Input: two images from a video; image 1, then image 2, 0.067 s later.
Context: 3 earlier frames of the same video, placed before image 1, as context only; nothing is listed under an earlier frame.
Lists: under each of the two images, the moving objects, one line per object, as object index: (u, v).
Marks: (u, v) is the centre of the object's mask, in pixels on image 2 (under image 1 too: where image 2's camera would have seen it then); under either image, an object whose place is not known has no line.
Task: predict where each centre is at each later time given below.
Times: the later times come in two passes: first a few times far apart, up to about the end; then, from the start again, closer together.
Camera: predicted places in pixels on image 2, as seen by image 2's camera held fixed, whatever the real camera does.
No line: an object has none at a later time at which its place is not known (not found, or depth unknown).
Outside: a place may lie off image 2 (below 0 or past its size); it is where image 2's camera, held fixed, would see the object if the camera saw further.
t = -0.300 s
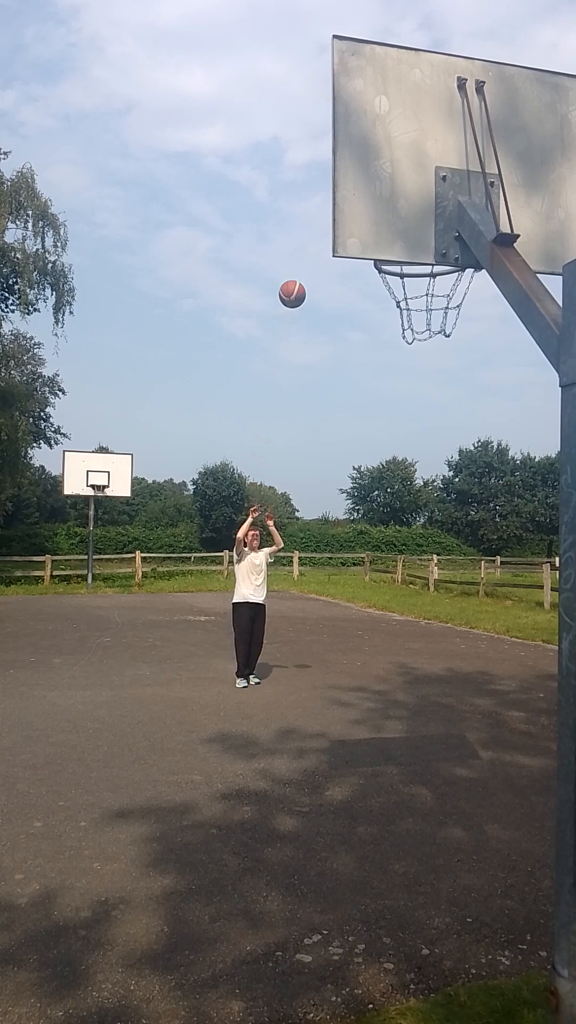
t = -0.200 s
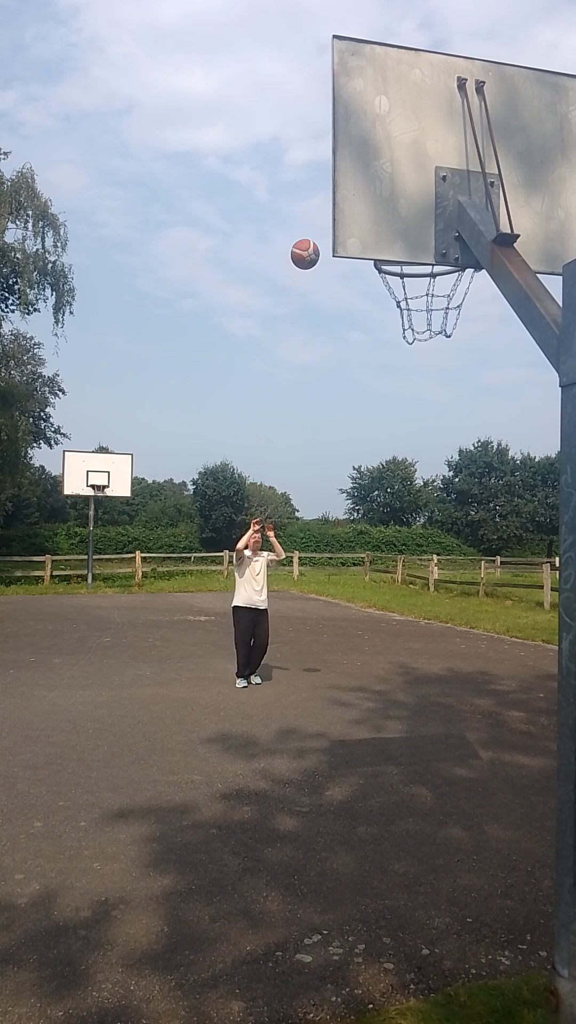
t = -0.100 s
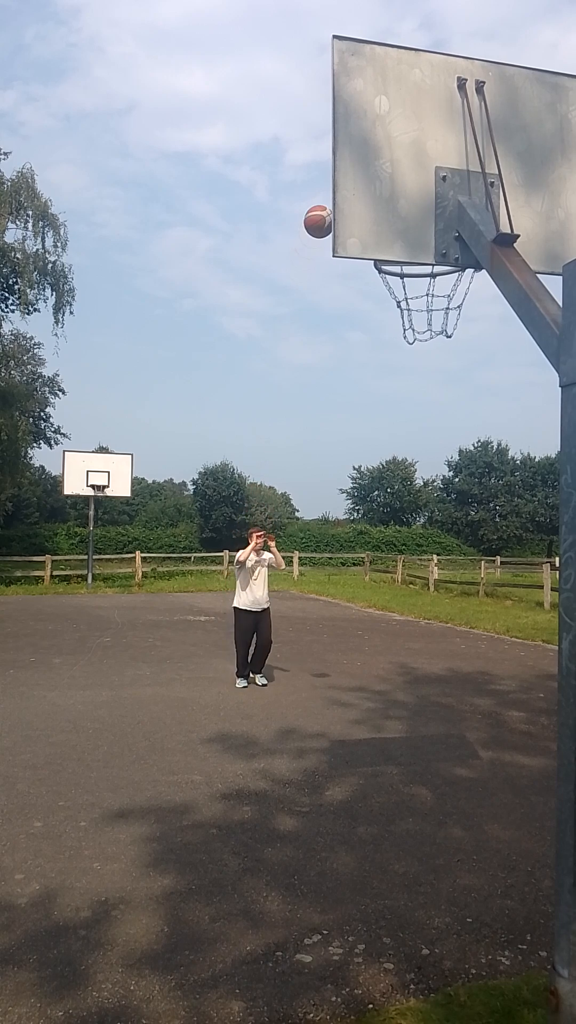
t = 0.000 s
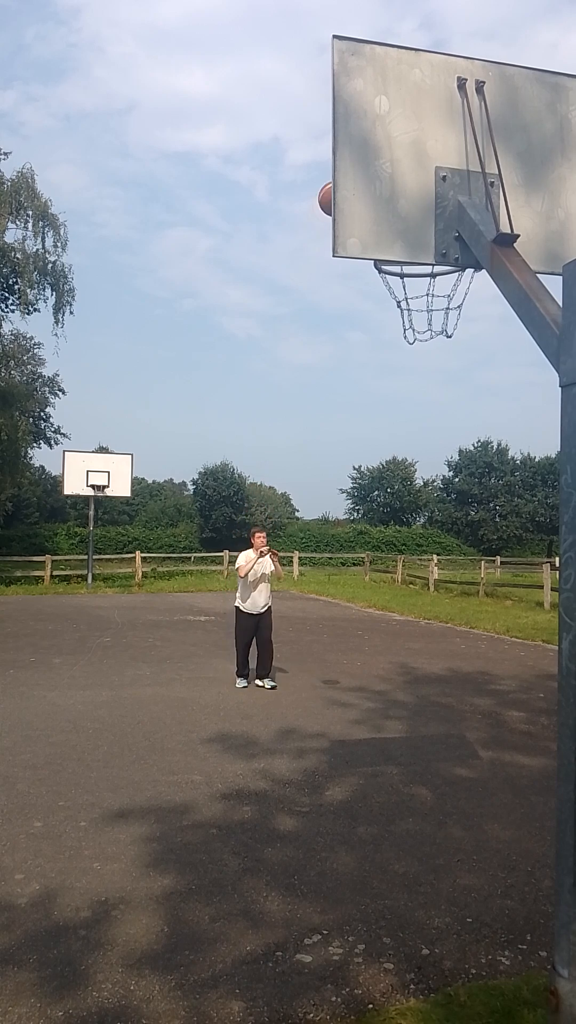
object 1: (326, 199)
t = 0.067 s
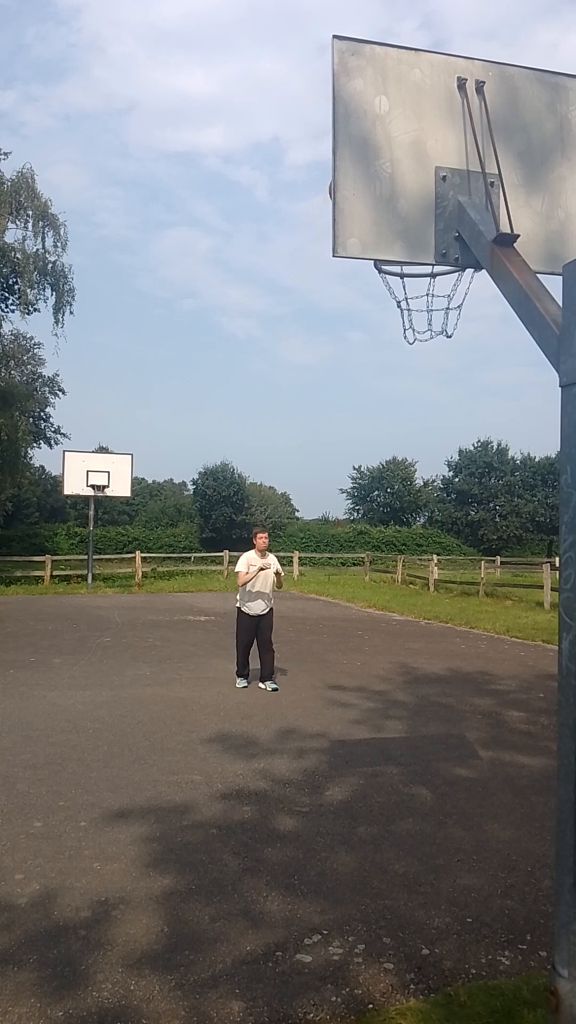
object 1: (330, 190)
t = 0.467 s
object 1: (437, 270)
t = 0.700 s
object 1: (419, 287)
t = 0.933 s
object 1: (406, 309)
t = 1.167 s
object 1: (422, 402)
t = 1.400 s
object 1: (435, 602)
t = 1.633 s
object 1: (448, 839)
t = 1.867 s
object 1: (461, 632)
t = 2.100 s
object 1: (472, 538)
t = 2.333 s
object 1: (480, 553)
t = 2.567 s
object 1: (485, 675)
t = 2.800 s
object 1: (490, 823)
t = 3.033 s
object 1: (497, 680)
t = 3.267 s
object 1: (502, 643)
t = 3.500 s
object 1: (506, 711)
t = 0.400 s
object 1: (424, 269)
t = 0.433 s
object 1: (432, 270)
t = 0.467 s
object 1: (437, 270)
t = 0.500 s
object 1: (422, 272)
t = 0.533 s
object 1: (407, 276)
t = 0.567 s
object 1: (421, 275)
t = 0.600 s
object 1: (438, 275)
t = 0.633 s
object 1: (446, 276)
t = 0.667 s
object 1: (433, 281)
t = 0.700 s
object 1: (419, 287)
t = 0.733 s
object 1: (409, 293)
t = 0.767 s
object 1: (404, 295)
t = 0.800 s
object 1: (403, 296)
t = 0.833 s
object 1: (403, 297)
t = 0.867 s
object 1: (404, 299)
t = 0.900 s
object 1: (404, 303)
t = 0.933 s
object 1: (406, 309)
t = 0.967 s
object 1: (408, 315)
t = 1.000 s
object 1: (411, 325)
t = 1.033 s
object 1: (413, 336)
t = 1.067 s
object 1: (415, 349)
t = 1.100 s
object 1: (417, 365)
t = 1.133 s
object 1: (420, 383)
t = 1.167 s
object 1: (422, 402)
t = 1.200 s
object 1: (424, 424)
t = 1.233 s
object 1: (426, 449)
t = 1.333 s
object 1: (431, 534)
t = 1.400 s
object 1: (435, 602)
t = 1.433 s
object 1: (437, 640)
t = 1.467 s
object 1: (439, 678)
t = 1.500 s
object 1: (441, 720)
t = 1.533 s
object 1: (443, 764)
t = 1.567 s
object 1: (444, 809)
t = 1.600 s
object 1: (446, 857)
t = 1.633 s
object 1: (448, 839)
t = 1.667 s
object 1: (450, 802)
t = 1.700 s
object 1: (452, 767)
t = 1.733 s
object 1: (454, 735)
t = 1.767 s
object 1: (455, 706)
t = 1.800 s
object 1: (457, 679)
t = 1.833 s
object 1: (459, 654)
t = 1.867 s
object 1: (461, 632)
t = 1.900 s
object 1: (462, 611)
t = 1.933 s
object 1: (464, 594)
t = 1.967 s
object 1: (466, 578)
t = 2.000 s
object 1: (467, 564)
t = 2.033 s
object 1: (469, 553)
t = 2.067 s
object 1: (470, 545)
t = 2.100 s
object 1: (472, 538)
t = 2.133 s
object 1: (473, 534)
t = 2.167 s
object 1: (474, 532)
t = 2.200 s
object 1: (475, 532)
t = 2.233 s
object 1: (476, 534)
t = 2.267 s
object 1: (477, 537)
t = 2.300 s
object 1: (478, 544)
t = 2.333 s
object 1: (480, 553)
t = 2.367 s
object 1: (480, 564)
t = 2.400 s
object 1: (481, 577)
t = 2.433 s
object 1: (482, 592)
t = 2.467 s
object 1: (483, 610)
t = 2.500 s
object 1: (484, 629)
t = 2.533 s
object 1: (484, 651)
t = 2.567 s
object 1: (485, 675)
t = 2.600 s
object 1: (486, 700)
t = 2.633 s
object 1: (486, 729)
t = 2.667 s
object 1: (487, 758)
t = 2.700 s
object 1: (487, 790)
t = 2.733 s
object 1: (488, 824)
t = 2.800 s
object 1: (490, 823)
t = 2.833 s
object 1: (491, 796)
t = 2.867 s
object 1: (492, 770)
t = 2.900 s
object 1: (493, 748)
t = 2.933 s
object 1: (494, 728)
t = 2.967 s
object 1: (495, 710)
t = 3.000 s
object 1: (496, 694)
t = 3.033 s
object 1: (497, 680)
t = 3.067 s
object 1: (498, 668)
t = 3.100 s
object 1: (499, 658)
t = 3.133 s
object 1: (500, 651)
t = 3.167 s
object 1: (500, 646)
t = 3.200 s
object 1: (501, 643)
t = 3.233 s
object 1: (502, 642)
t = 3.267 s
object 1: (502, 643)
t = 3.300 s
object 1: (503, 646)
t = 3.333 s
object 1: (504, 652)
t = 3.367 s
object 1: (504, 660)
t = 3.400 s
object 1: (505, 669)
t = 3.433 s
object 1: (505, 681)
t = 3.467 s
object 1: (506, 695)
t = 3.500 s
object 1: (506, 711)
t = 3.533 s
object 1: (506, 729)
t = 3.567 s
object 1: (506, 749)
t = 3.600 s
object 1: (507, 772)
